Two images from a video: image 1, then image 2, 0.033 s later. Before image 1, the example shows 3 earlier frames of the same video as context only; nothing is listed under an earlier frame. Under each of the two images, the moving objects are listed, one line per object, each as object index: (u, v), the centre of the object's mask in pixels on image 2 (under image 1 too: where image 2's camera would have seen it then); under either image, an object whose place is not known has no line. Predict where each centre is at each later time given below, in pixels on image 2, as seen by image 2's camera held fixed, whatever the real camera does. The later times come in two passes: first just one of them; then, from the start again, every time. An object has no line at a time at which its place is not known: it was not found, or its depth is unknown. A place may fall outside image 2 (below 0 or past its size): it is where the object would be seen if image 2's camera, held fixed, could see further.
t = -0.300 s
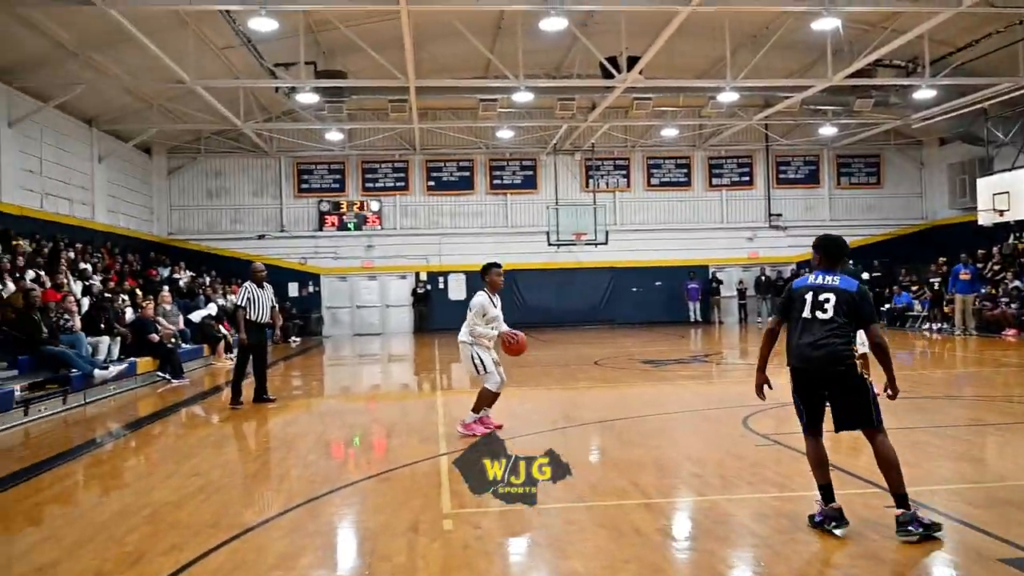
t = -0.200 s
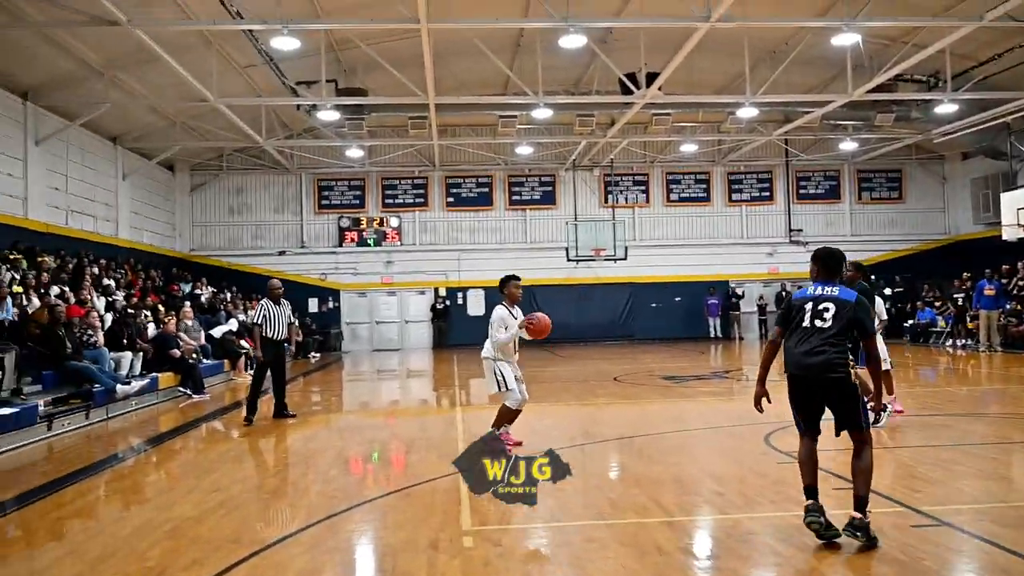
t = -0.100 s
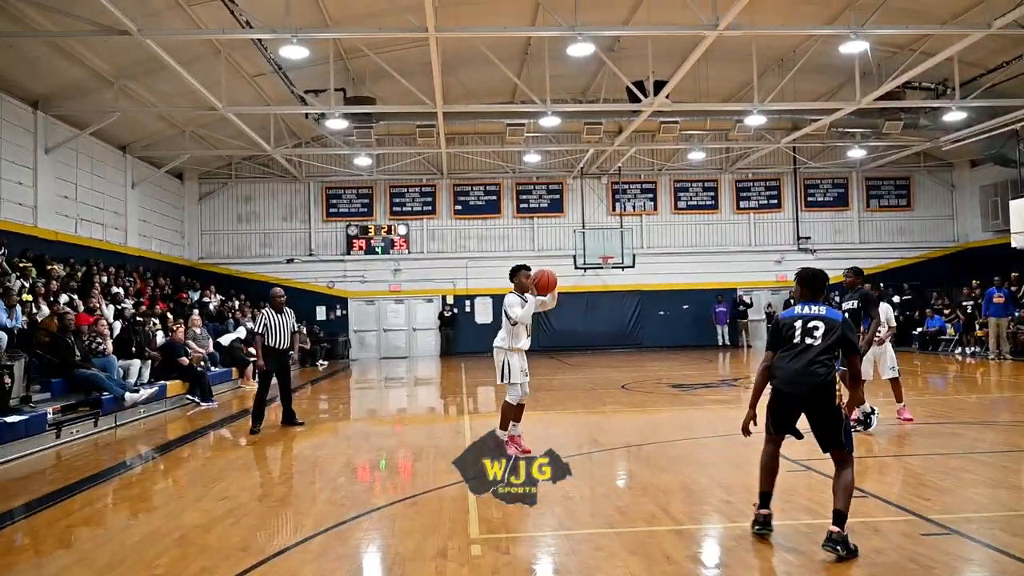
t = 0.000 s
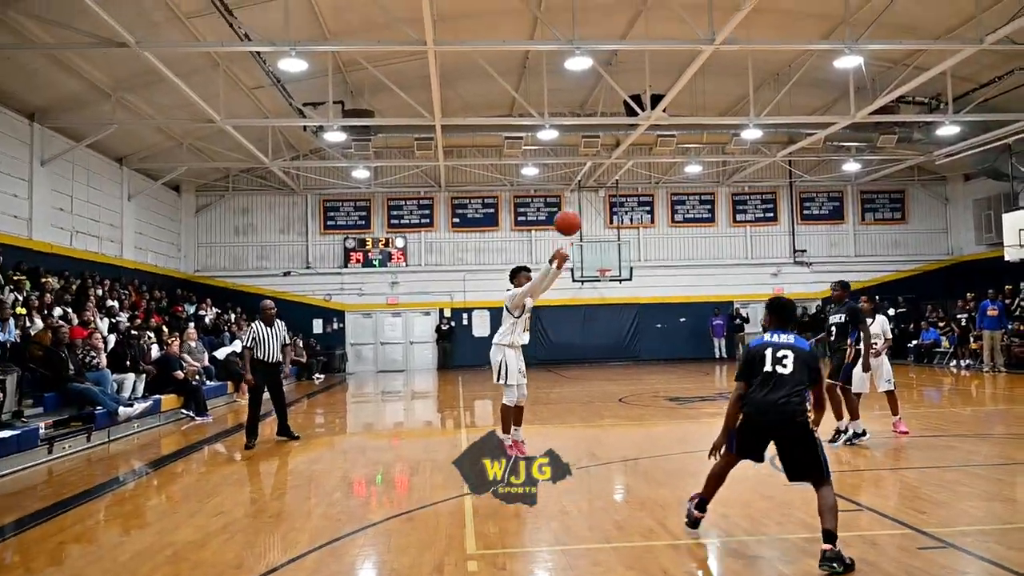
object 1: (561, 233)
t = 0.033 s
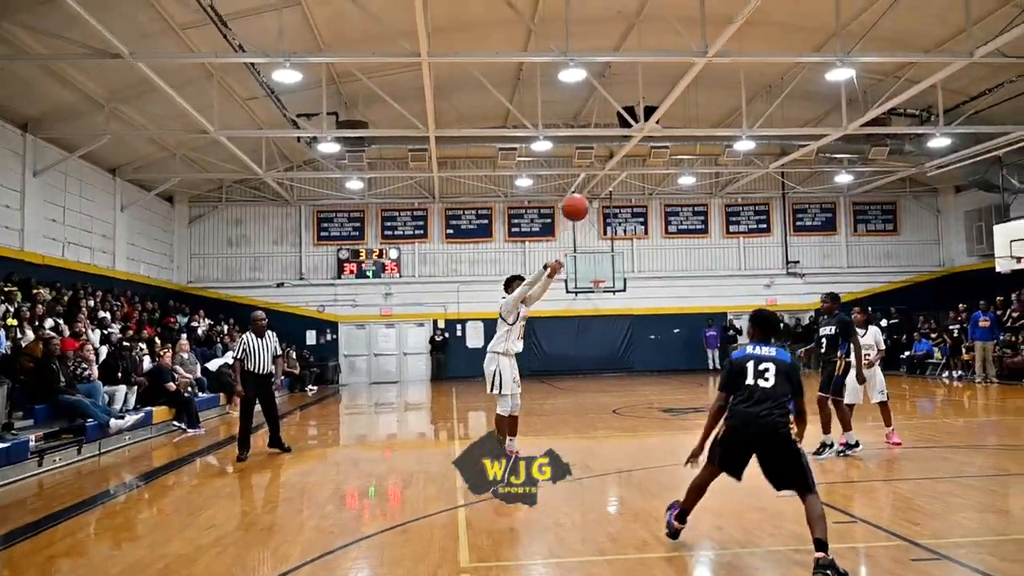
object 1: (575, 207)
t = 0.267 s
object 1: (682, 44)
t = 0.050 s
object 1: (582, 195)
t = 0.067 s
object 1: (589, 183)
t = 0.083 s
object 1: (596, 171)
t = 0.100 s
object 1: (603, 159)
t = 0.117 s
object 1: (611, 147)
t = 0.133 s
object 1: (618, 134)
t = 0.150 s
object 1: (626, 122)
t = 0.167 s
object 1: (633, 110)
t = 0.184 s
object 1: (641, 98)
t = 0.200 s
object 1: (649, 88)
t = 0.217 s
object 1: (657, 76)
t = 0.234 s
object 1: (665, 66)
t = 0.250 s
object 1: (674, 55)
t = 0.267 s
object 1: (682, 44)
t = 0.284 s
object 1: (691, 34)
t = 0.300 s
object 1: (699, 23)
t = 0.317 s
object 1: (709, 13)
